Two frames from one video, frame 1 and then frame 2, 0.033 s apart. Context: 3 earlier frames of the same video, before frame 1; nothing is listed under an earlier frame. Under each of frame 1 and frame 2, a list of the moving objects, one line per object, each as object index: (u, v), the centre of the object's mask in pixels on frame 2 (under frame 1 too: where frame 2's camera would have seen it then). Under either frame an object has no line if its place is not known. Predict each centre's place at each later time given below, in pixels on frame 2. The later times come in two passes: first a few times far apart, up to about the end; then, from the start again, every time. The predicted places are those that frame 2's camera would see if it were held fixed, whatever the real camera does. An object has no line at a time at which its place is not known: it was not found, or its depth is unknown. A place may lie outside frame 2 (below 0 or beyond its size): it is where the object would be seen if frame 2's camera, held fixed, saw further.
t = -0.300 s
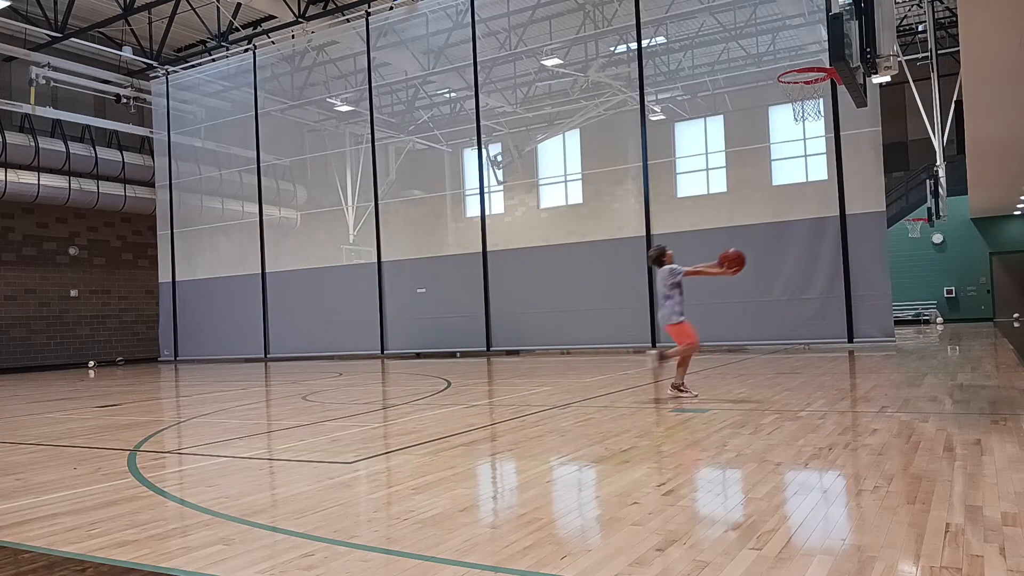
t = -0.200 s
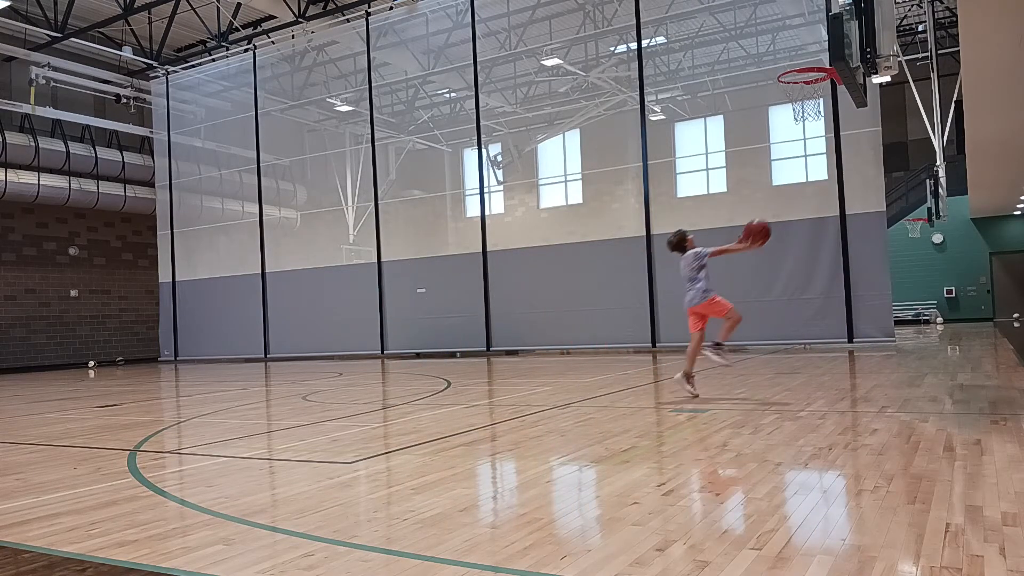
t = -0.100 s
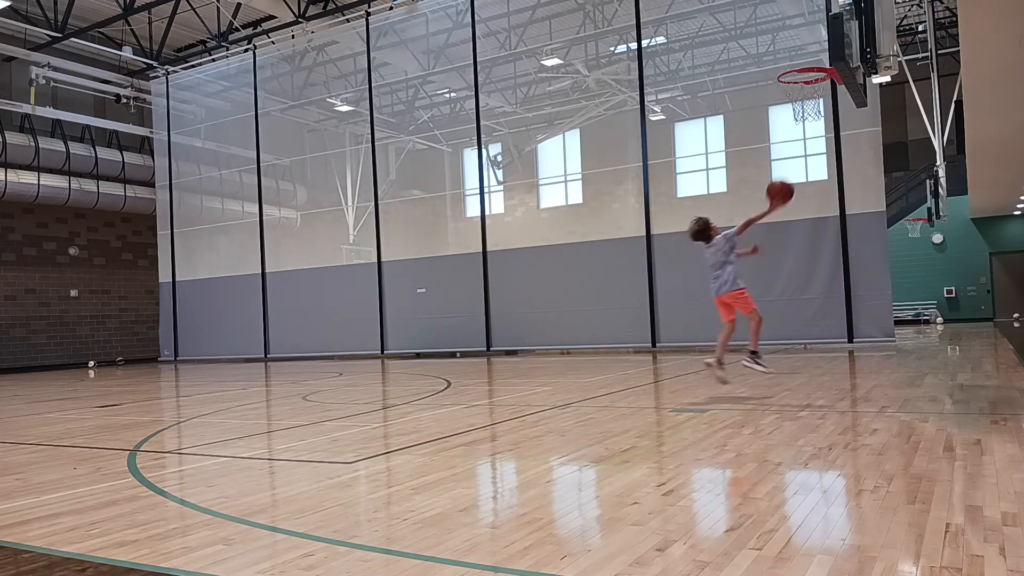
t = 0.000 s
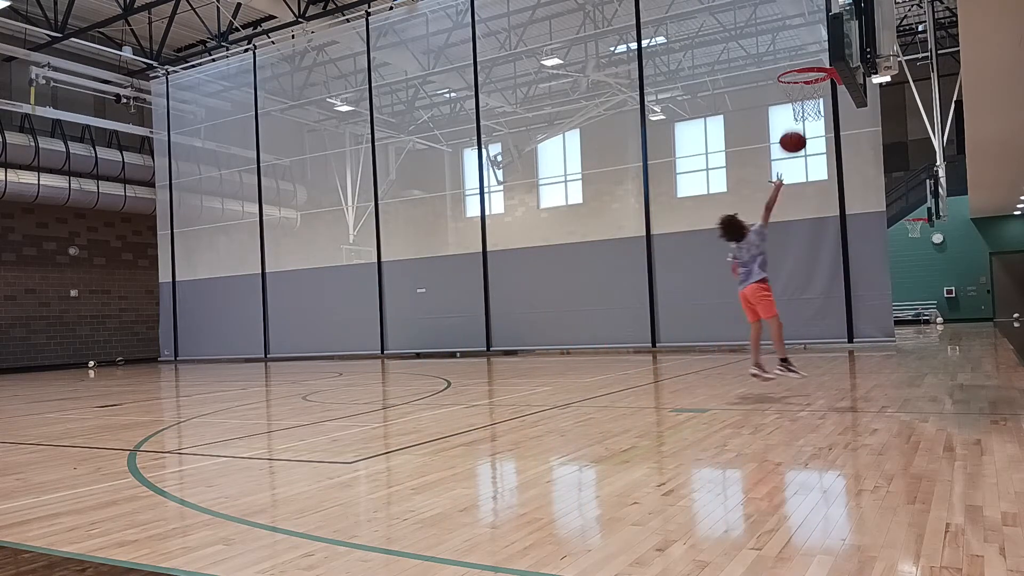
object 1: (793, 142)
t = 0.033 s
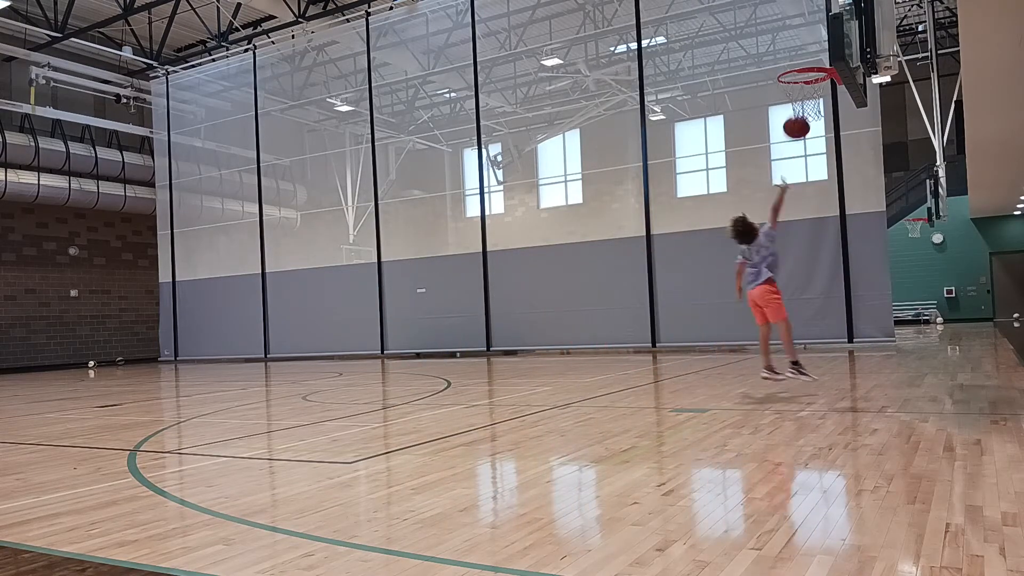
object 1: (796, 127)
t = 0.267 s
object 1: (820, 59)
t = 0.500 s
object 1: (814, 55)
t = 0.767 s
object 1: (798, 112)
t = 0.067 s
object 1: (800, 114)
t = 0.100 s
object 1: (804, 101)
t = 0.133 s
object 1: (807, 91)
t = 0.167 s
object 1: (811, 81)
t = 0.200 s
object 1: (815, 73)
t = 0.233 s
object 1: (818, 66)
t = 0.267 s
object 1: (820, 59)
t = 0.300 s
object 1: (822, 55)
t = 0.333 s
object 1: (823, 52)
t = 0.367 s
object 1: (821, 51)
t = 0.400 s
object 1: (819, 50)
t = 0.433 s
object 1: (818, 50)
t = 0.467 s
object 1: (816, 52)
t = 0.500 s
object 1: (814, 55)
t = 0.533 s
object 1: (812, 58)
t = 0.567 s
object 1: (809, 64)
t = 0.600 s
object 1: (807, 71)
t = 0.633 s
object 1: (804, 80)
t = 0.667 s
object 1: (803, 87)
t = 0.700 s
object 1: (800, 95)
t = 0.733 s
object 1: (799, 104)
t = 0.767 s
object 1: (798, 112)
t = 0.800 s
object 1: (796, 121)
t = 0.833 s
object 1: (795, 131)
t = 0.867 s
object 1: (794, 141)
